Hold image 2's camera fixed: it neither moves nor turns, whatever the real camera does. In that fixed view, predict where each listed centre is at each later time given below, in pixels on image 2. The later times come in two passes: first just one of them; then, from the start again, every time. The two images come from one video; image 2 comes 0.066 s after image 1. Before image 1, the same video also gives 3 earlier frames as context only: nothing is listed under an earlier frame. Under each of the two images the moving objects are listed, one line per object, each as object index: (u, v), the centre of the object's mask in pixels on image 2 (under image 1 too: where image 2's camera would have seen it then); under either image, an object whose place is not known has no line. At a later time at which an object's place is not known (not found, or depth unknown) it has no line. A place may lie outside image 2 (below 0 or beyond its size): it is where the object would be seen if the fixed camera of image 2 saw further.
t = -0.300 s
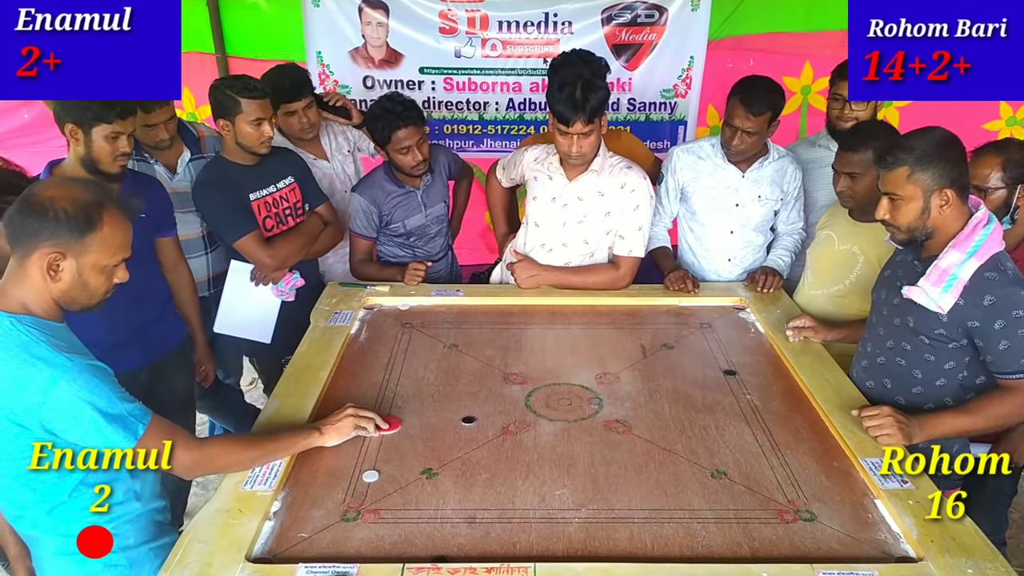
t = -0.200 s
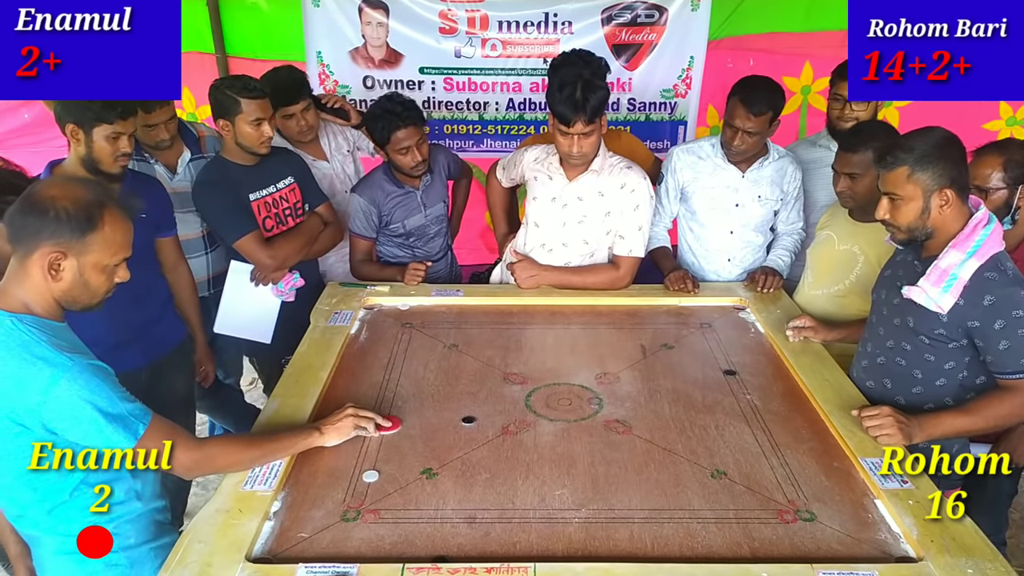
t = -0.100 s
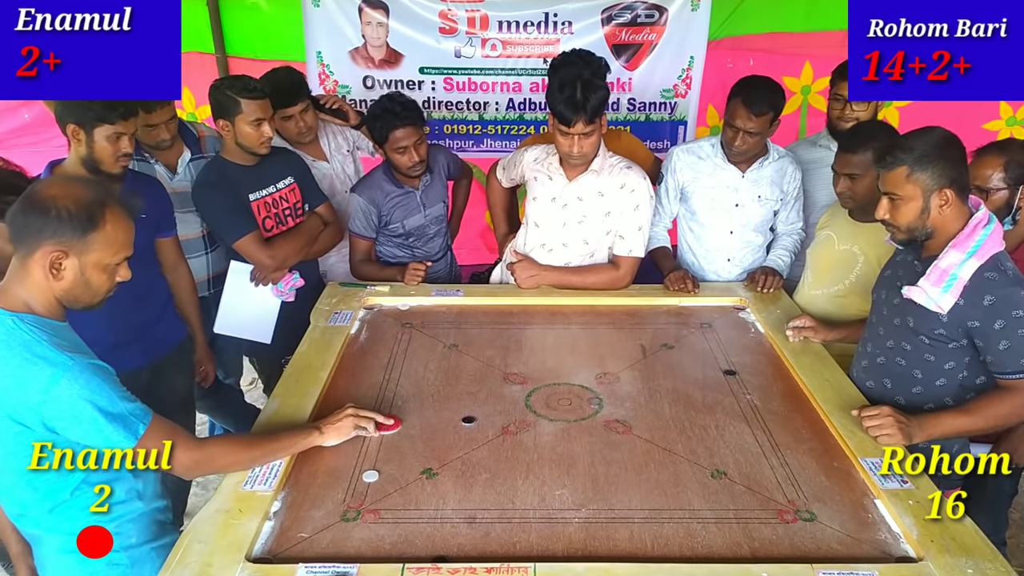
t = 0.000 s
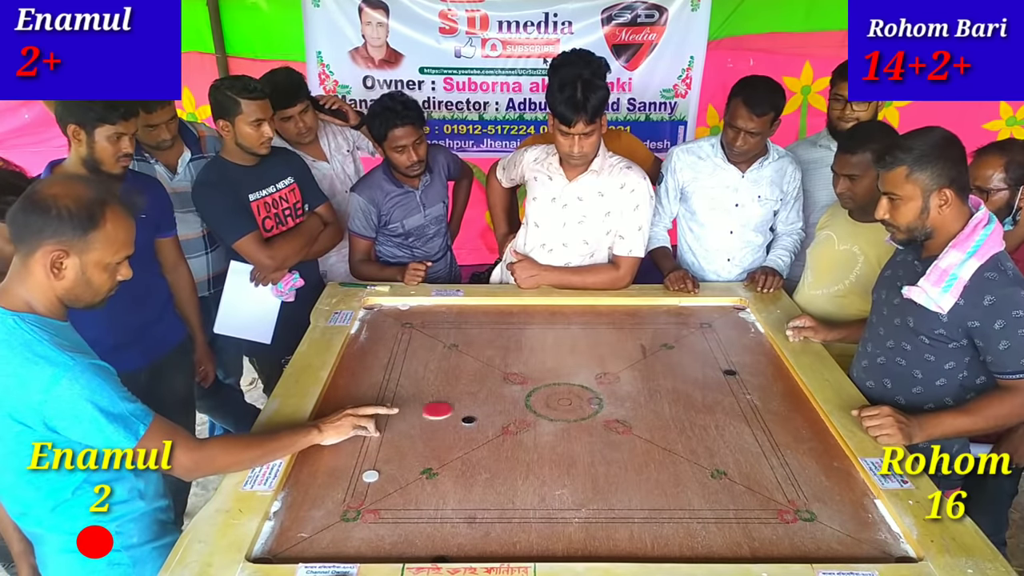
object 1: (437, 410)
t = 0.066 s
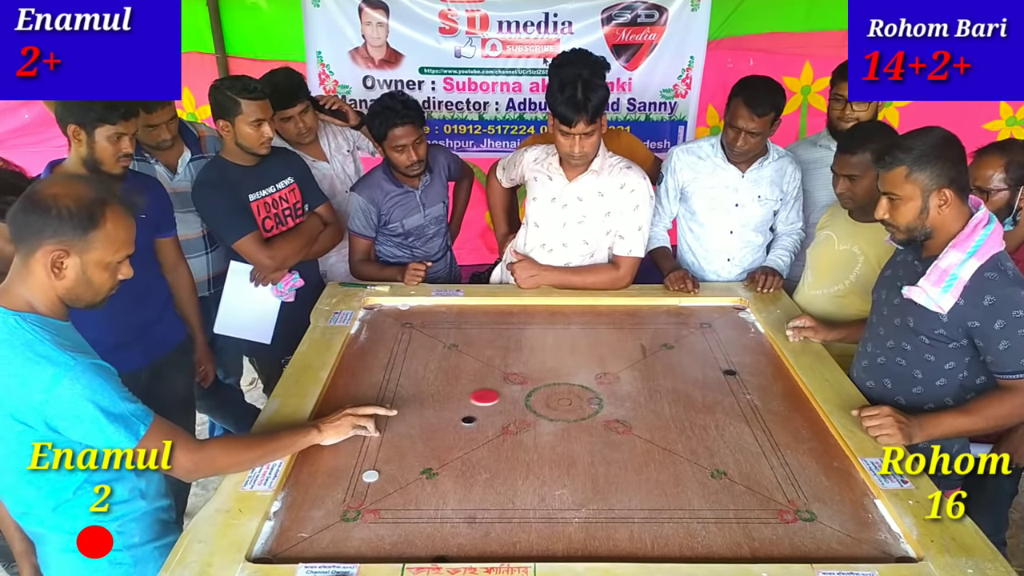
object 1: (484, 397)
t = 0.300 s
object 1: (619, 359)
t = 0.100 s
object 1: (507, 391)
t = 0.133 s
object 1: (527, 385)
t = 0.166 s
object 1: (548, 379)
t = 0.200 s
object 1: (567, 374)
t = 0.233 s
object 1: (586, 369)
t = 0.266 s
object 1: (602, 364)
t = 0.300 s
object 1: (619, 359)
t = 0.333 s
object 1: (636, 354)
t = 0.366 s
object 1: (650, 350)
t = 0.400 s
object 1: (665, 346)
